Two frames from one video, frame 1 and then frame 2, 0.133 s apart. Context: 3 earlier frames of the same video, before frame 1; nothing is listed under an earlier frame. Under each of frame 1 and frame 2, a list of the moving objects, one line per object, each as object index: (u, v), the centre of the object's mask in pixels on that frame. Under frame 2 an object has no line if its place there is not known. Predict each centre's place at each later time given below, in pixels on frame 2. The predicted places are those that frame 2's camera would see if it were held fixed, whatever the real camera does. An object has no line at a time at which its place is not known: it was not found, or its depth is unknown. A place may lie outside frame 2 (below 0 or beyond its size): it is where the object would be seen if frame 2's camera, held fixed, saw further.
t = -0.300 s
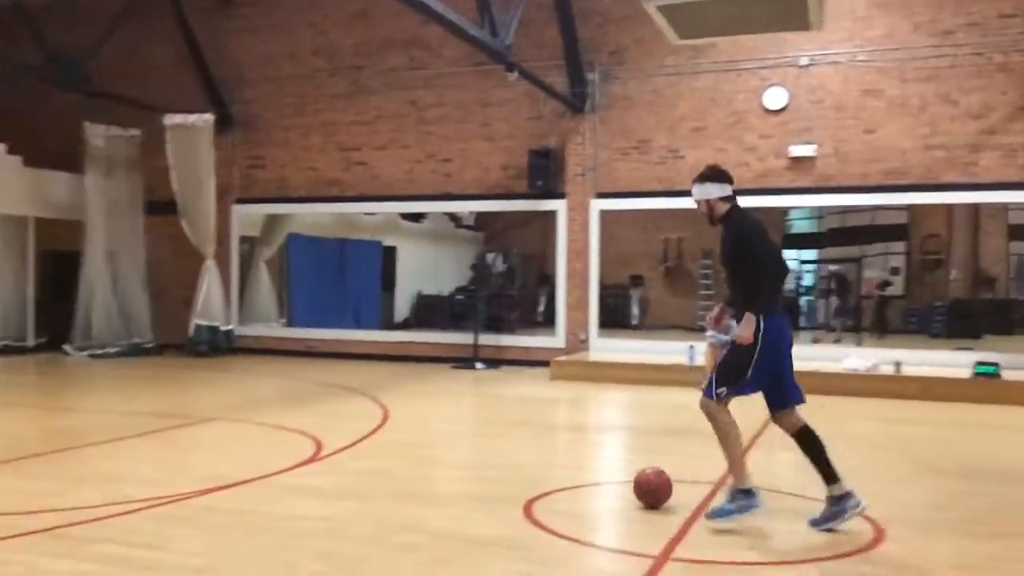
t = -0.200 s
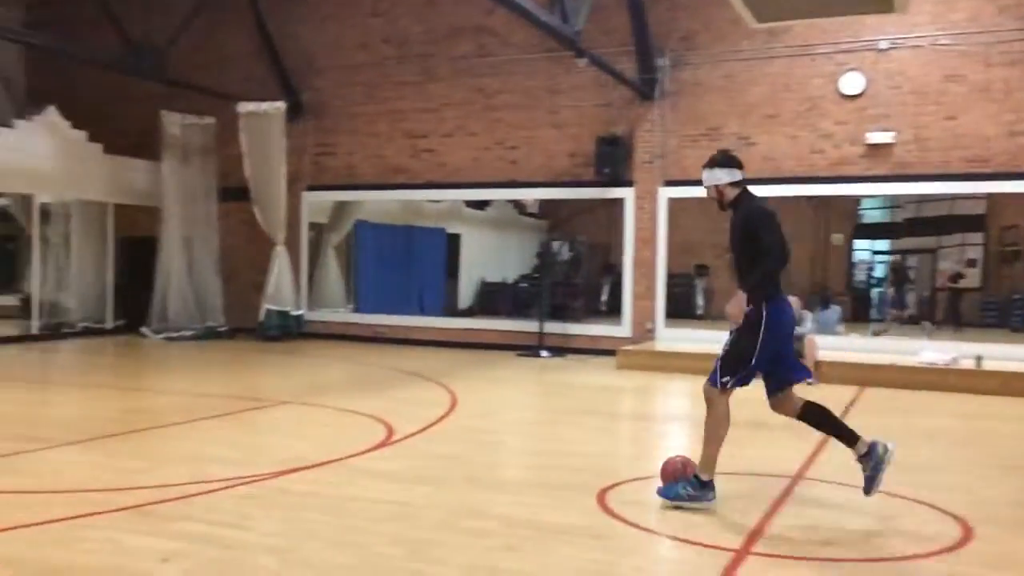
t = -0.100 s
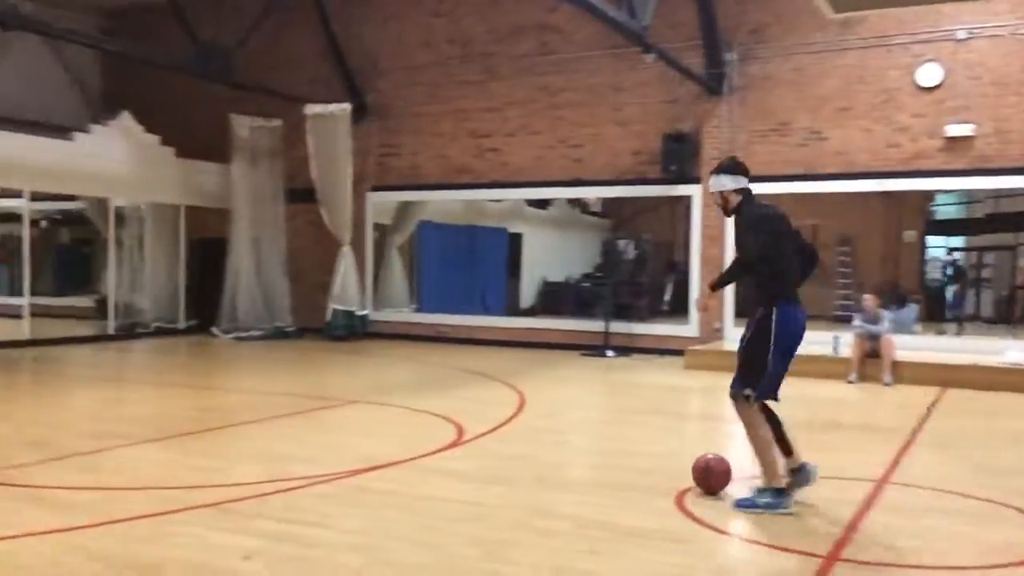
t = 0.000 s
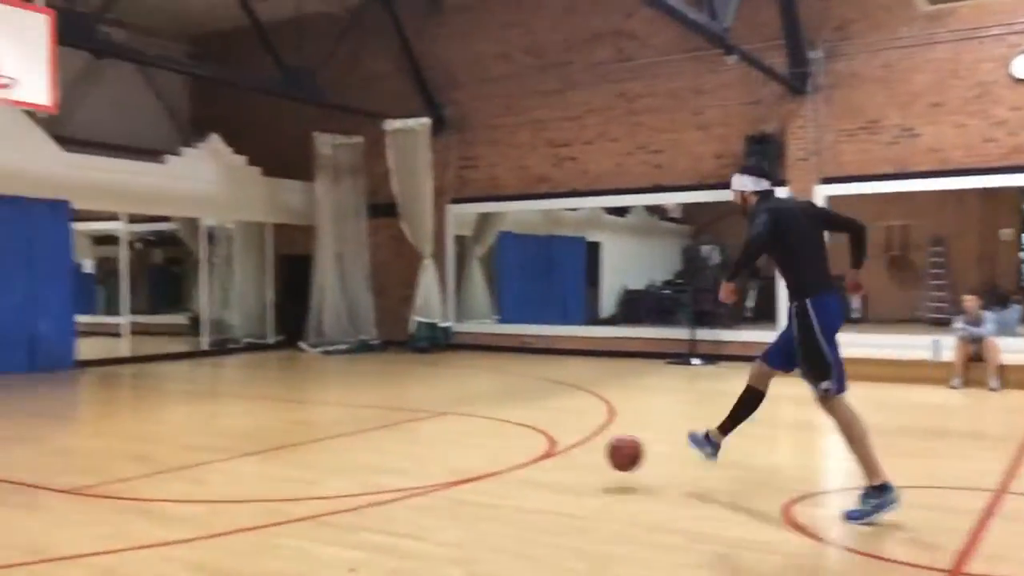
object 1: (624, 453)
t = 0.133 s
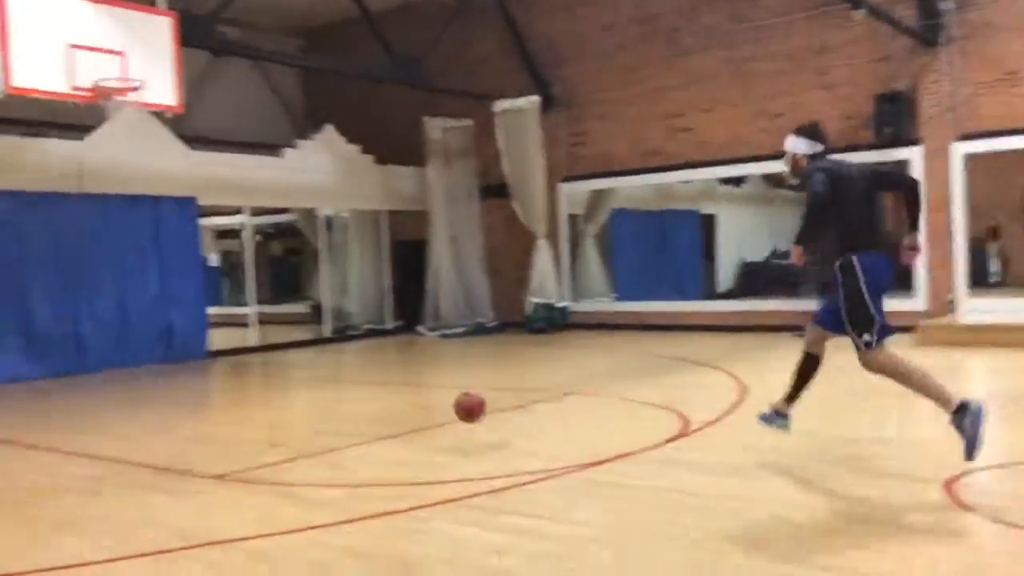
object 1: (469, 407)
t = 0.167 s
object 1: (410, 405)
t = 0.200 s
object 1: (355, 406)
